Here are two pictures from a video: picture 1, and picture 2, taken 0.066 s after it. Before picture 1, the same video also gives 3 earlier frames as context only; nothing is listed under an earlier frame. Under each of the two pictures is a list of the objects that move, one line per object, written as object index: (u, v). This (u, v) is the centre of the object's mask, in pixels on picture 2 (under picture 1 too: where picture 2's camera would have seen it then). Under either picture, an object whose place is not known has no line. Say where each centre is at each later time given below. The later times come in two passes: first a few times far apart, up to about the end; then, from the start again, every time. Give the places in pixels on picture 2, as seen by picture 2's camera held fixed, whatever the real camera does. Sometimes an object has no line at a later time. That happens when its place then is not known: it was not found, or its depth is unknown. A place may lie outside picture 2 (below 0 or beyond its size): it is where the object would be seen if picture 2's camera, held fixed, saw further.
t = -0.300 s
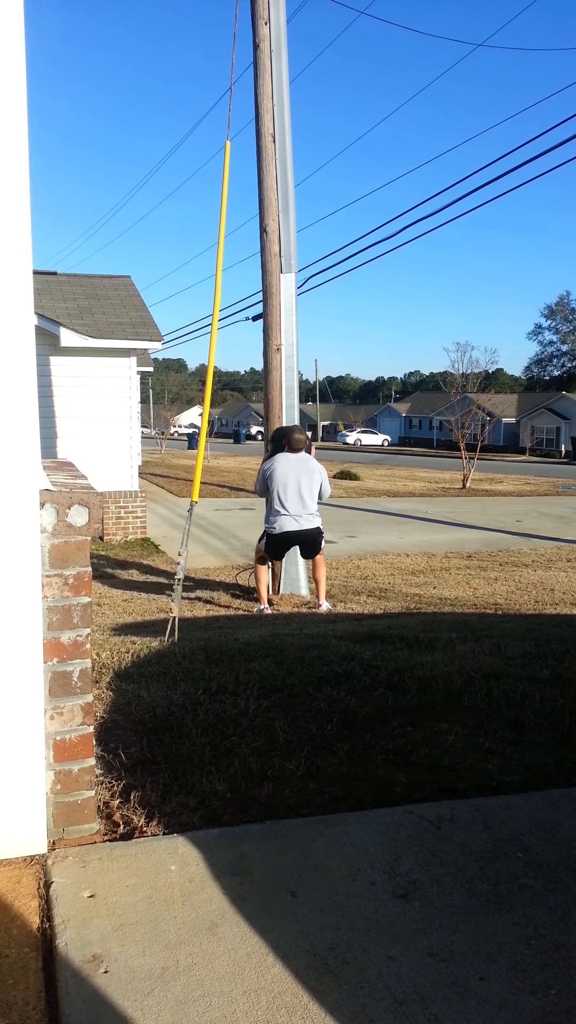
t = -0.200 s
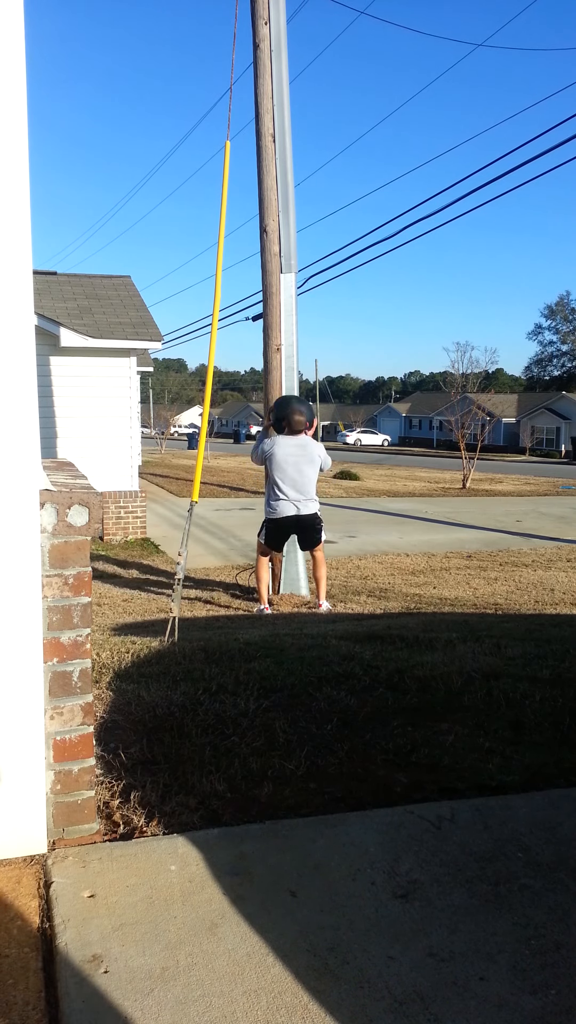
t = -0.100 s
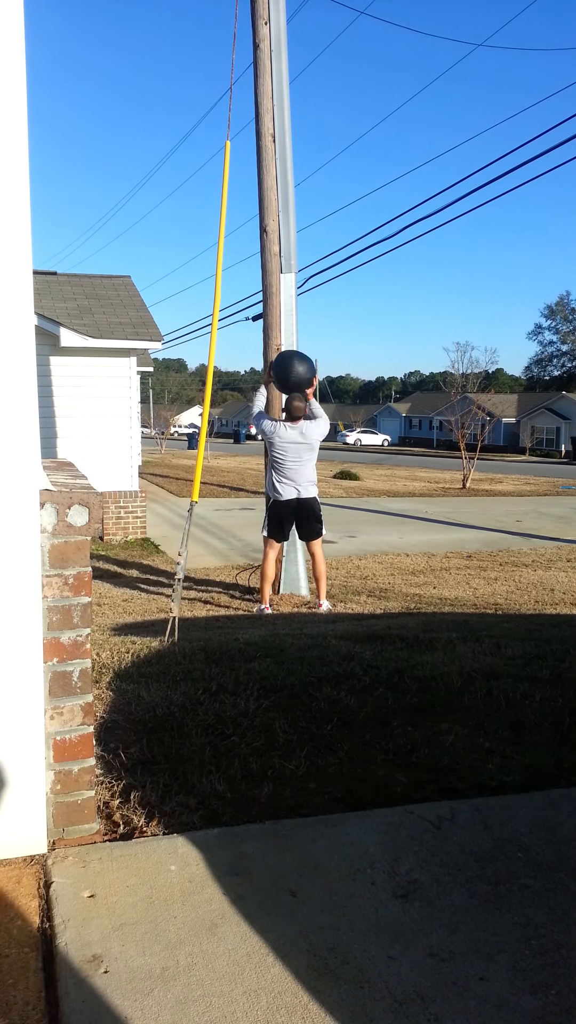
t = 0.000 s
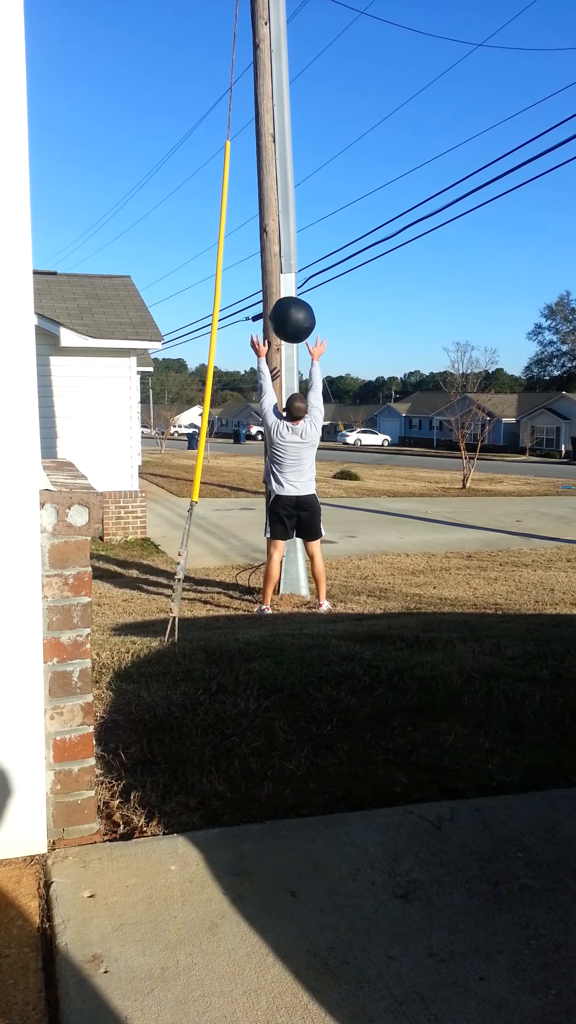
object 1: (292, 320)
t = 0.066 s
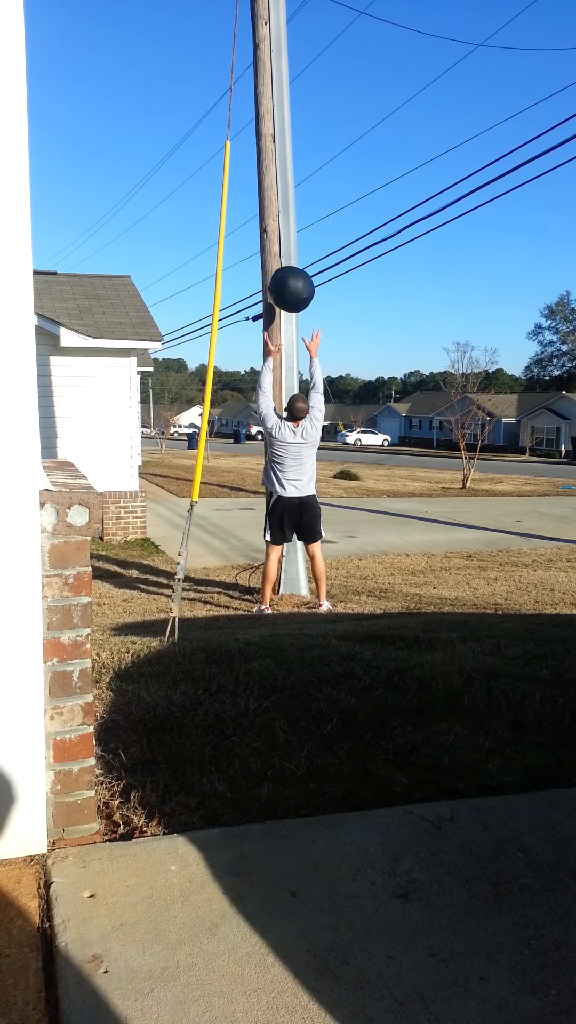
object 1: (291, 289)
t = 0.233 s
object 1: (289, 238)
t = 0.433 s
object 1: (285, 226)
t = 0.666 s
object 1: (291, 263)
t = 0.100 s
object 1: (290, 276)
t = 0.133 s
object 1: (290, 265)
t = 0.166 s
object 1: (289, 254)
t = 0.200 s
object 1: (289, 246)
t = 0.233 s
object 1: (289, 238)
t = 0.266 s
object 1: (288, 233)
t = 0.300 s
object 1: (287, 228)
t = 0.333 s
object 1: (287, 225)
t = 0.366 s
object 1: (286, 224)
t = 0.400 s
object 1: (286, 224)
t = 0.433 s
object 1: (285, 226)
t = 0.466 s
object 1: (285, 228)
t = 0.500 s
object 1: (286, 231)
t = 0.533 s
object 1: (287, 235)
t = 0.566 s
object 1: (288, 239)
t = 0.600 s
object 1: (289, 246)
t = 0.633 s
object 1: (290, 254)
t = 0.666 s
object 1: (291, 263)
